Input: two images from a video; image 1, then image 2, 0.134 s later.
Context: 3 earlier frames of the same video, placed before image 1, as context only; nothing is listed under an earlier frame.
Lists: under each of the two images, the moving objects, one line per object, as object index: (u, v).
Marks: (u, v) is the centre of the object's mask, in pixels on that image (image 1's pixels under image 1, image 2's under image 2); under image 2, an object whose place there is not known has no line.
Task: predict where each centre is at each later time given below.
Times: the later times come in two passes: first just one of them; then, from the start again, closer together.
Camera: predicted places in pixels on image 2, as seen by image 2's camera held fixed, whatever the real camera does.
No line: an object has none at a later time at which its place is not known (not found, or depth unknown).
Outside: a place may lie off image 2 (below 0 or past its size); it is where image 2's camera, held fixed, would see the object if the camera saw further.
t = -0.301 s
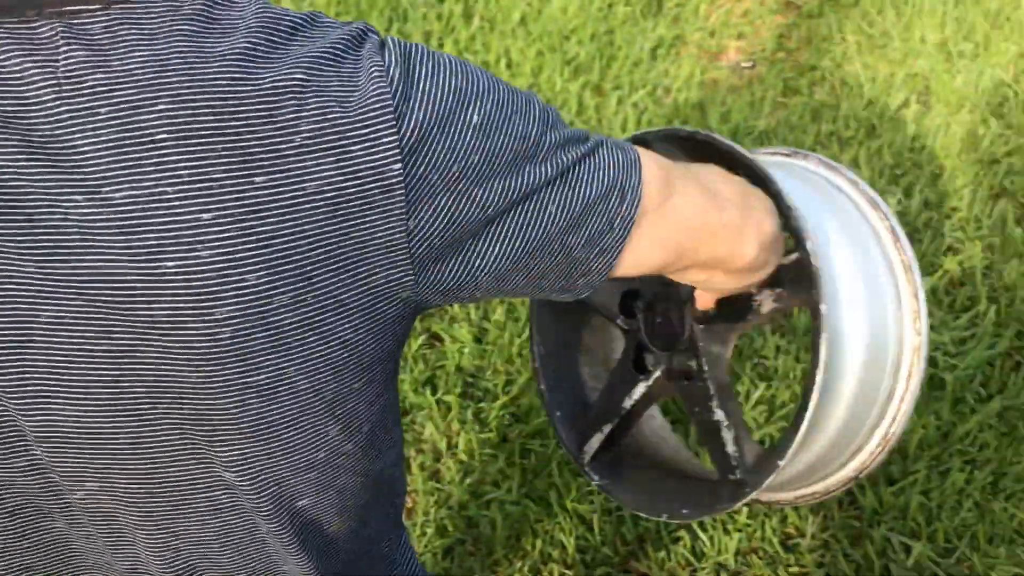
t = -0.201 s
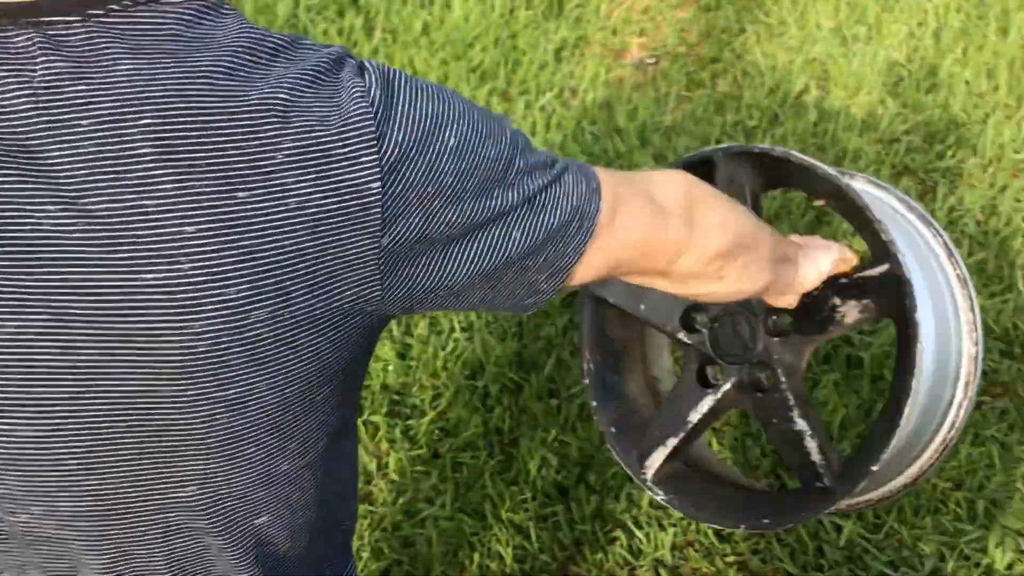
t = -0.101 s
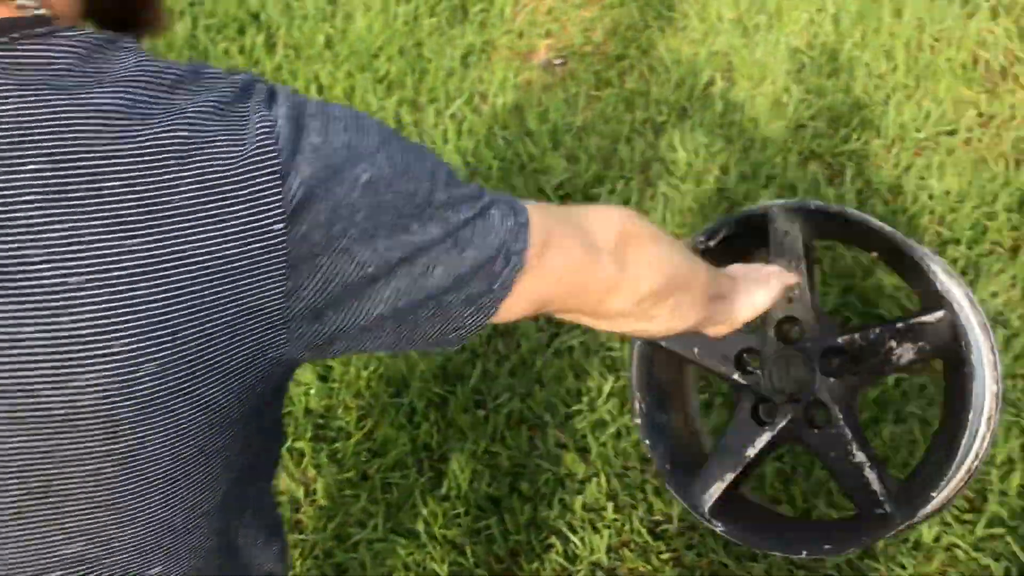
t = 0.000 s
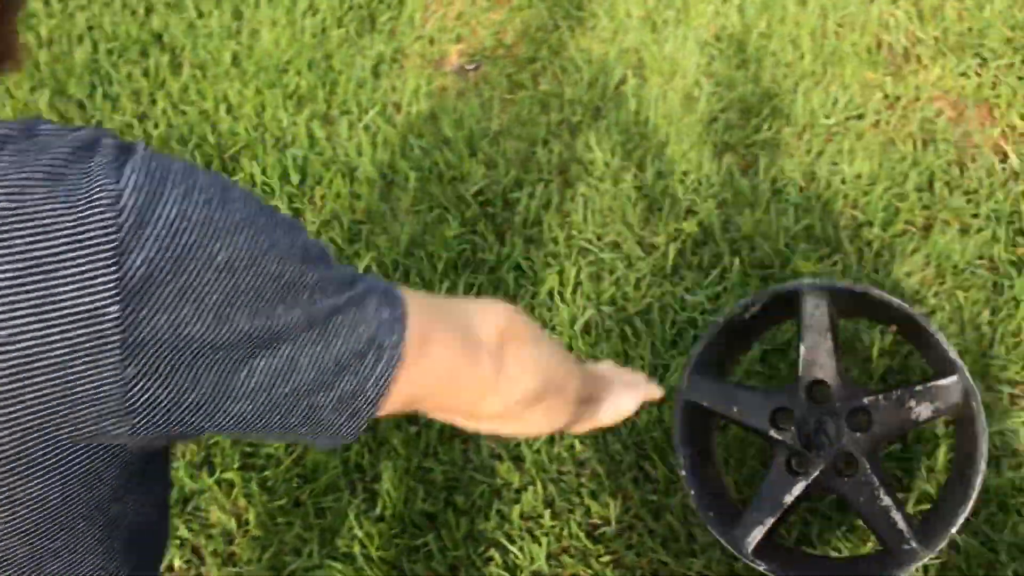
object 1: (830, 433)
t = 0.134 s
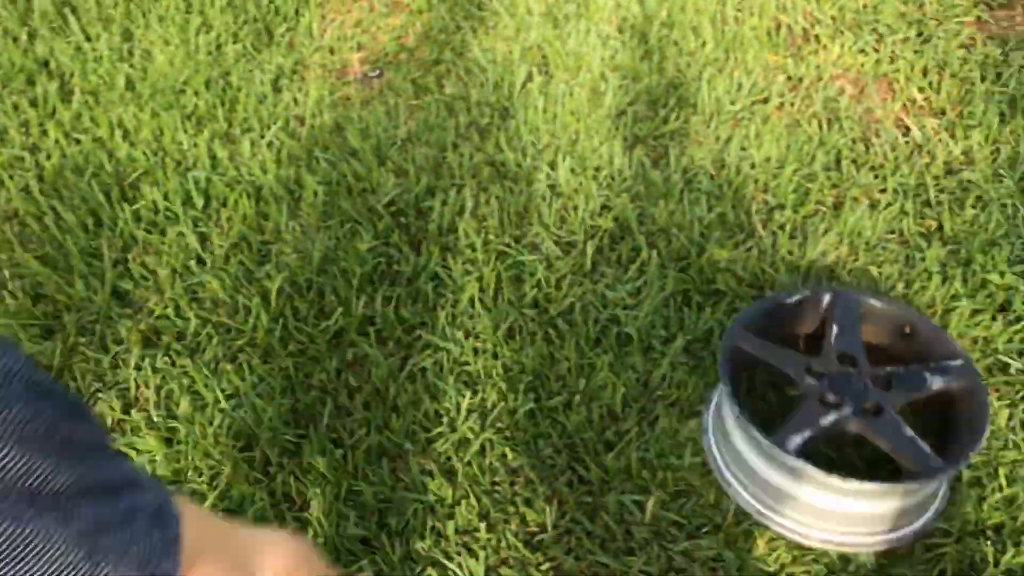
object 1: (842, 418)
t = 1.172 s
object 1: (871, 171)
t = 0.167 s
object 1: (844, 397)
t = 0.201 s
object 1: (847, 378)
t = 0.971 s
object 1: (870, 171)
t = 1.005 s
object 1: (870, 172)
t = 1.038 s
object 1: (871, 171)
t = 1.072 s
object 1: (872, 171)
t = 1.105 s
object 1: (871, 172)
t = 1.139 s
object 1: (871, 172)
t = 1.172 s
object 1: (871, 171)
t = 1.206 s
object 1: (871, 171)
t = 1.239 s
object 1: (871, 171)
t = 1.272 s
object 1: (872, 171)
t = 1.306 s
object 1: (871, 171)
